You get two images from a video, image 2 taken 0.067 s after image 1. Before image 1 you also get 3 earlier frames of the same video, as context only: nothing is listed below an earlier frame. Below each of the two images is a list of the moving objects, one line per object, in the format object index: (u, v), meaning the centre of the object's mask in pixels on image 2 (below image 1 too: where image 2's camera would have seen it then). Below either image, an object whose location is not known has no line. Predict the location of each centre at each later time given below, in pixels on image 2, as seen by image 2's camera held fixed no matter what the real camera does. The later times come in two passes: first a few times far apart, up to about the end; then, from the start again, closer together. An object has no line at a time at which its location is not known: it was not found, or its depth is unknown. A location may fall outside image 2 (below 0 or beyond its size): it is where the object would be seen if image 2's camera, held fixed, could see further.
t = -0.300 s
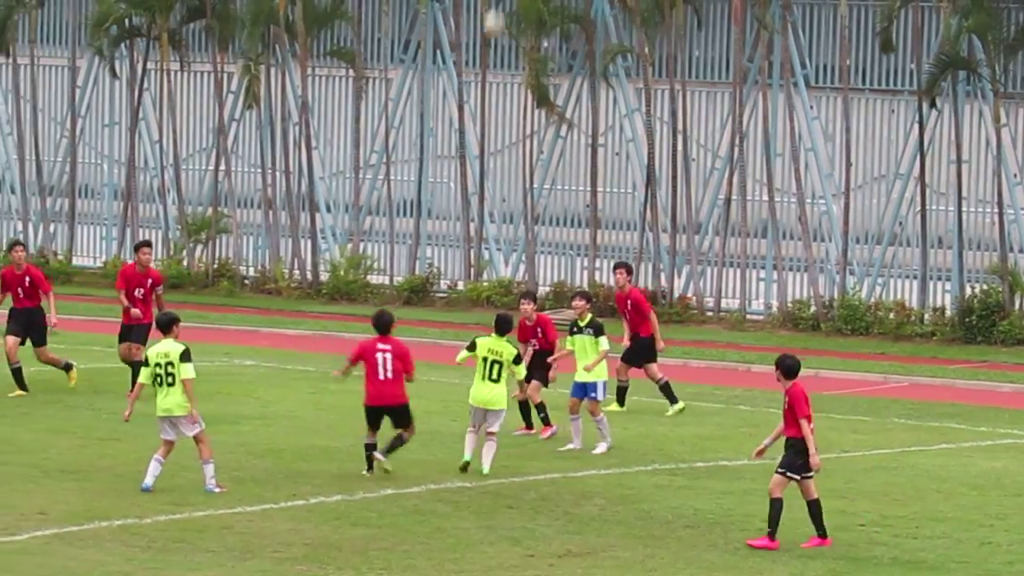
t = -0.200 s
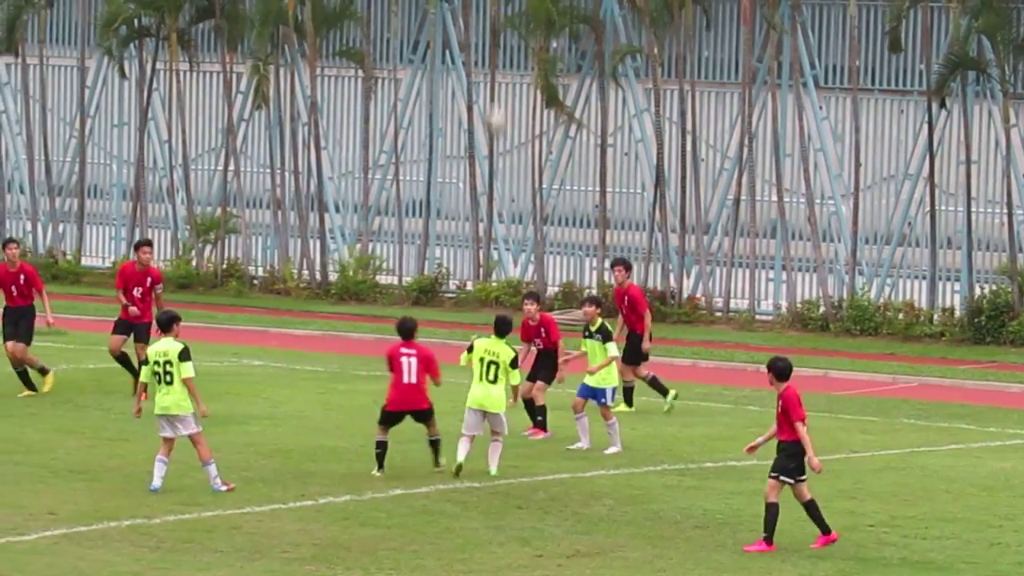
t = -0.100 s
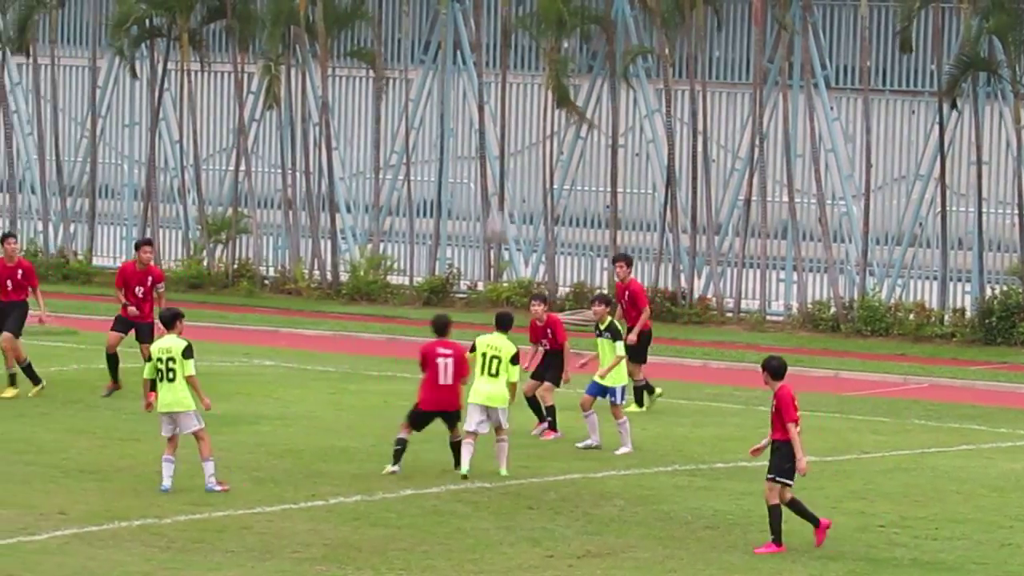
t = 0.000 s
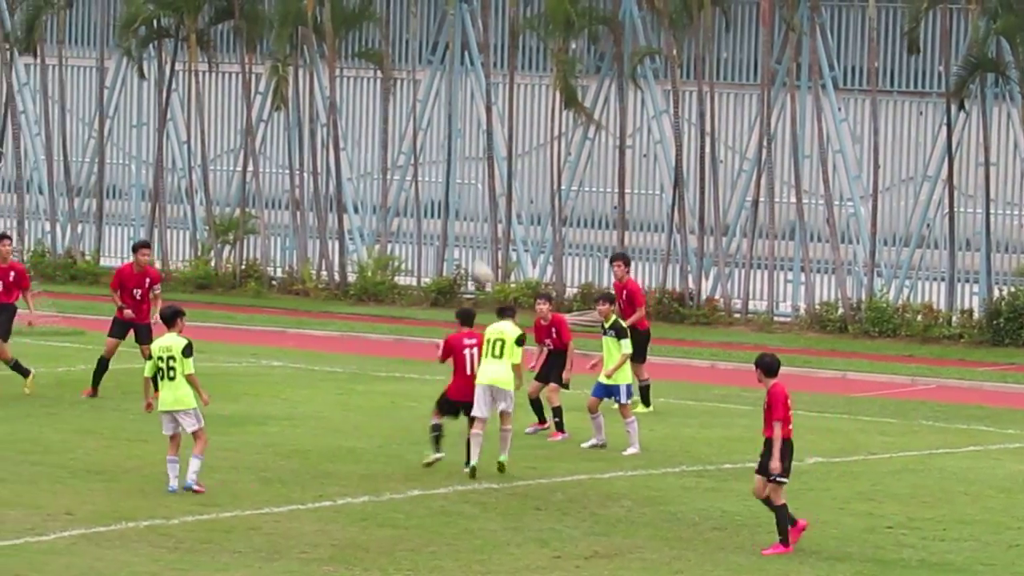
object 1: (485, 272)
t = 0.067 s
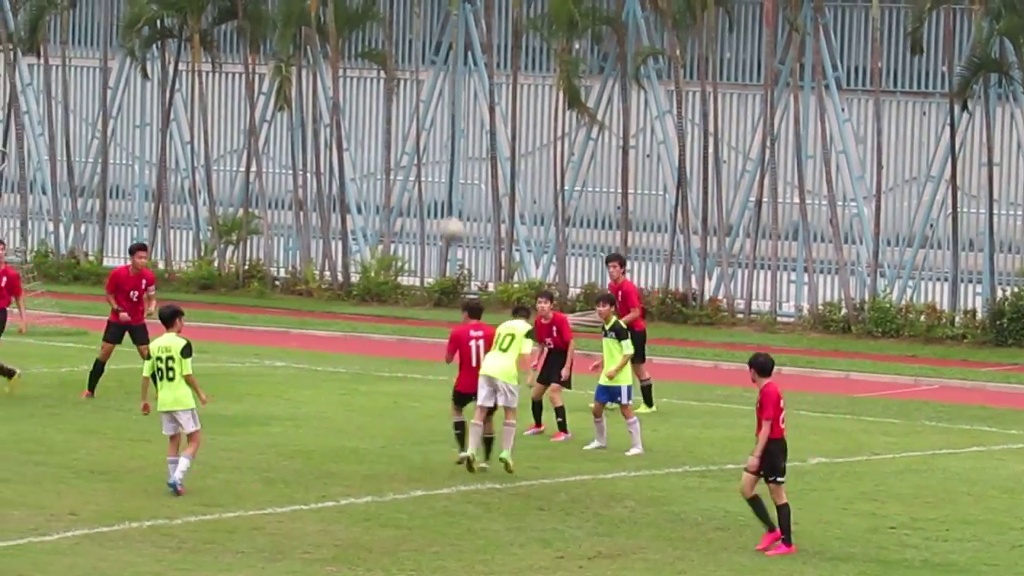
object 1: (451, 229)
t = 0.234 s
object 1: (373, 142)
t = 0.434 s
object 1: (279, 78)
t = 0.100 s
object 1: (436, 209)
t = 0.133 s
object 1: (420, 191)
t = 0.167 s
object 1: (406, 175)
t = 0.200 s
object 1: (390, 157)
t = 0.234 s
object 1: (373, 142)
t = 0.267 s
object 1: (357, 128)
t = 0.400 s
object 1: (294, 85)
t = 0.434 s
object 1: (279, 78)
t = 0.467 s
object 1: (263, 72)
